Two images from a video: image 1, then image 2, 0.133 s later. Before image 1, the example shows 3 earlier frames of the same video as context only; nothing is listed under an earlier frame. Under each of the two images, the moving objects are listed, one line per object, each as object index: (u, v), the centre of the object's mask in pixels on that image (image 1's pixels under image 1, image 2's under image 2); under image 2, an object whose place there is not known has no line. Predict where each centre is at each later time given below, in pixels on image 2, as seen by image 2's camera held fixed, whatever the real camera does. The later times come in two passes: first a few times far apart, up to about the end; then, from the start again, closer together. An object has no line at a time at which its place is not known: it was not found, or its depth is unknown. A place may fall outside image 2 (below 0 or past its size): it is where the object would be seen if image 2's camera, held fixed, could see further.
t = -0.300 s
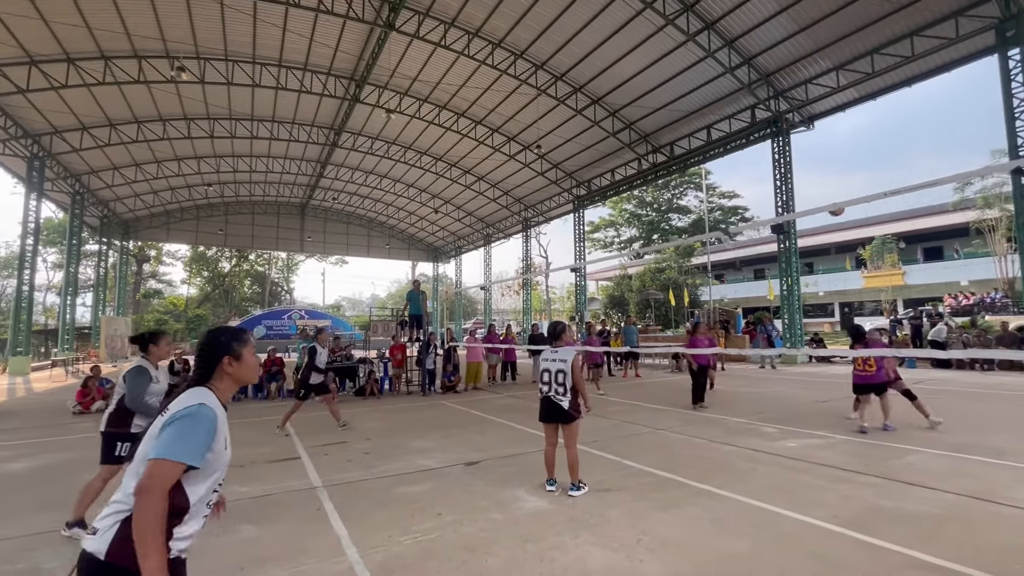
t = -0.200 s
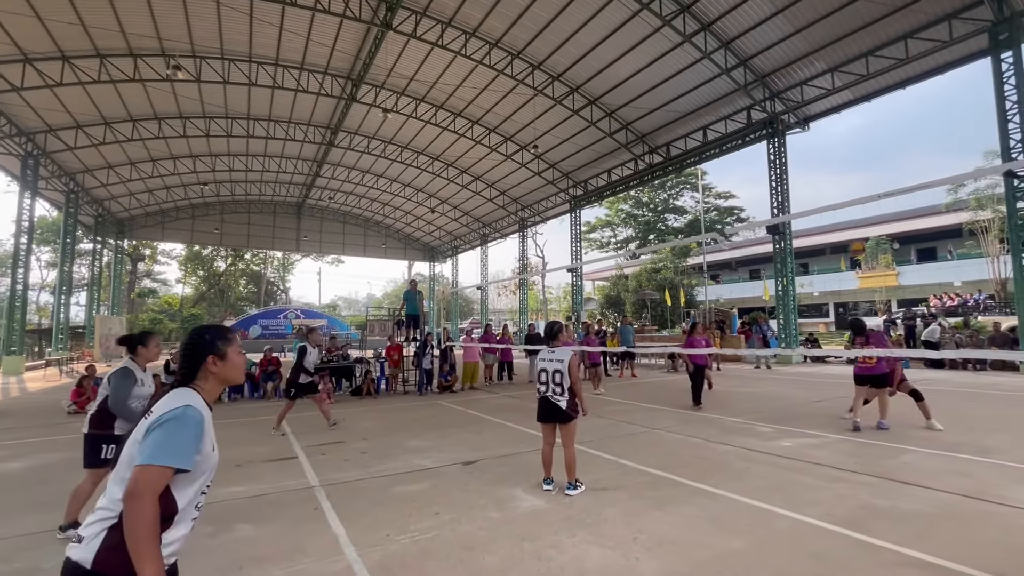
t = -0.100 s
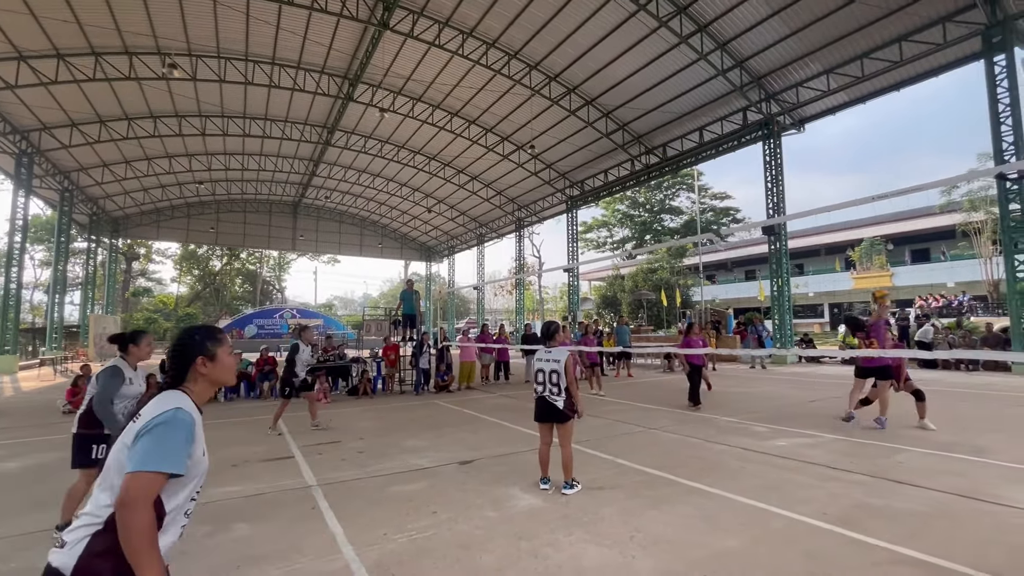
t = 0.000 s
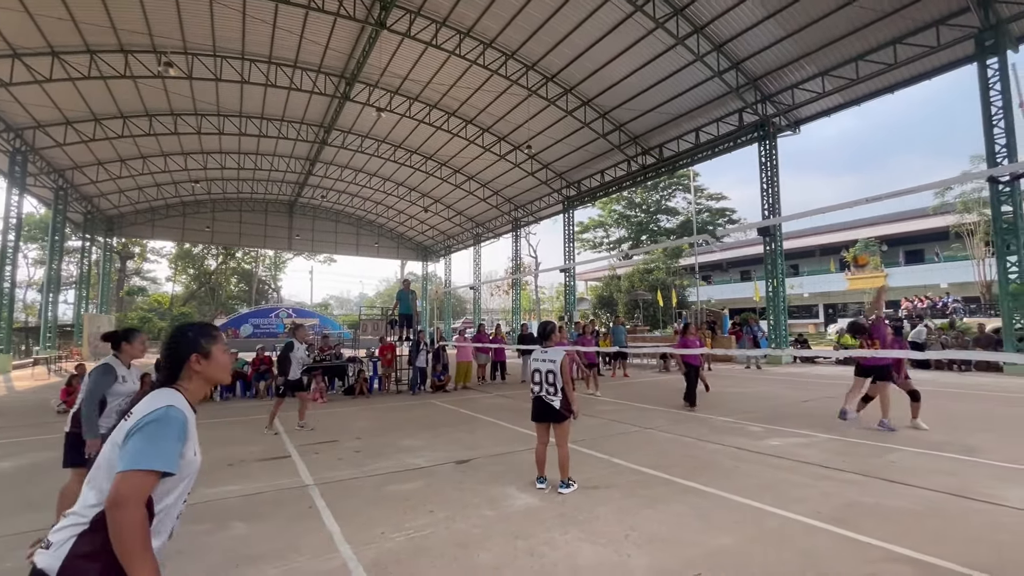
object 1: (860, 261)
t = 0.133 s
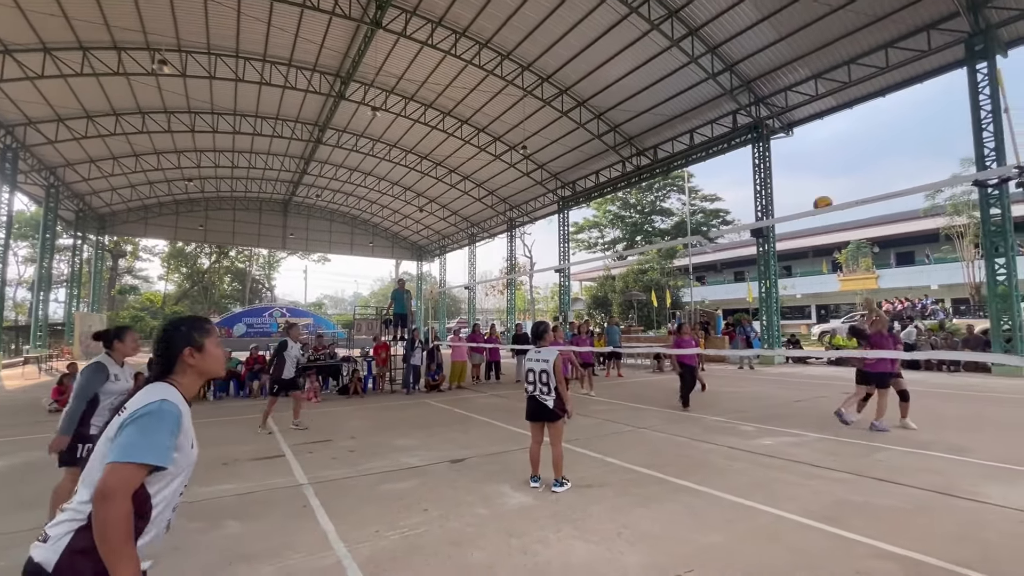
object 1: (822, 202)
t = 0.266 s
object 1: (792, 153)
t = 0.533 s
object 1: (717, 75)
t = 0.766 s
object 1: (626, 48)
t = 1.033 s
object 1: (456, 112)
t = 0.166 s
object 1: (815, 191)
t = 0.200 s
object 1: (807, 178)
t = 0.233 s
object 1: (800, 165)
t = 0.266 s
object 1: (792, 153)
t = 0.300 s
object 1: (784, 142)
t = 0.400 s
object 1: (759, 110)
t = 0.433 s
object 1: (749, 100)
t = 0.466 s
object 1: (738, 91)
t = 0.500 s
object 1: (728, 82)
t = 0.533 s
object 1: (717, 75)
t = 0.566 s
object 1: (706, 69)
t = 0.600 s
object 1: (695, 63)
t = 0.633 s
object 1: (682, 57)
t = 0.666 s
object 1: (669, 54)
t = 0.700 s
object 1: (655, 50)
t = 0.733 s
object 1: (641, 48)
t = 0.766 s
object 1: (626, 48)
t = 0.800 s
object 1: (610, 48)
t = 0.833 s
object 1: (593, 51)
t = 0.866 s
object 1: (574, 54)
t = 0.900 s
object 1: (555, 61)
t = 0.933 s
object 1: (532, 69)
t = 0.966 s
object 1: (509, 80)
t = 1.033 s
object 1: (456, 112)
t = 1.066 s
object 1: (426, 132)
